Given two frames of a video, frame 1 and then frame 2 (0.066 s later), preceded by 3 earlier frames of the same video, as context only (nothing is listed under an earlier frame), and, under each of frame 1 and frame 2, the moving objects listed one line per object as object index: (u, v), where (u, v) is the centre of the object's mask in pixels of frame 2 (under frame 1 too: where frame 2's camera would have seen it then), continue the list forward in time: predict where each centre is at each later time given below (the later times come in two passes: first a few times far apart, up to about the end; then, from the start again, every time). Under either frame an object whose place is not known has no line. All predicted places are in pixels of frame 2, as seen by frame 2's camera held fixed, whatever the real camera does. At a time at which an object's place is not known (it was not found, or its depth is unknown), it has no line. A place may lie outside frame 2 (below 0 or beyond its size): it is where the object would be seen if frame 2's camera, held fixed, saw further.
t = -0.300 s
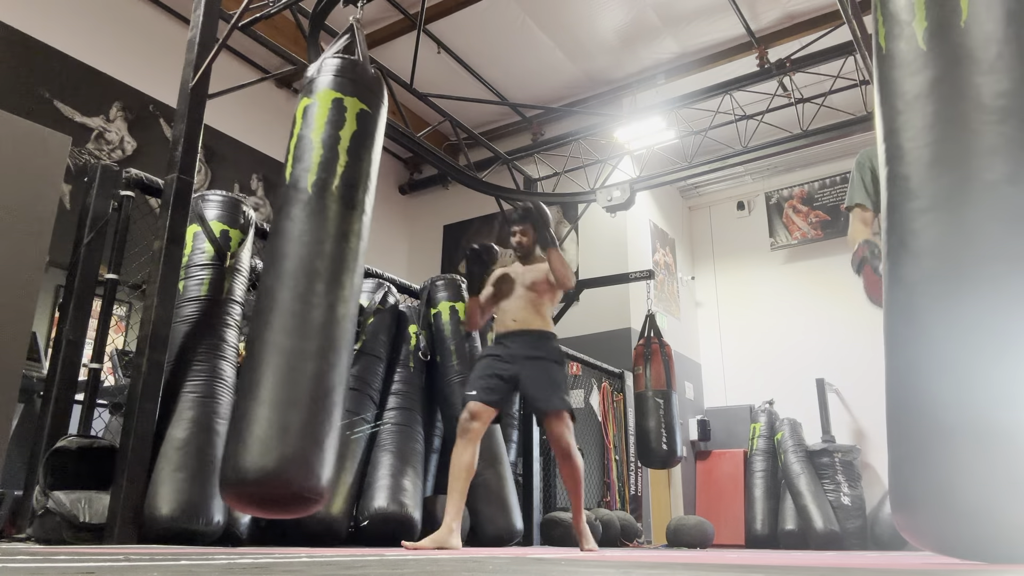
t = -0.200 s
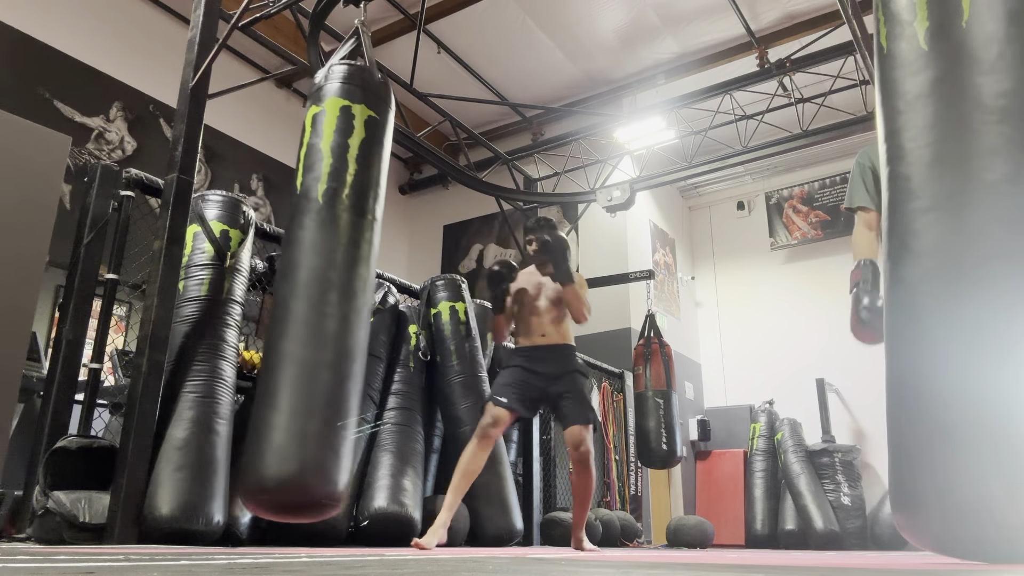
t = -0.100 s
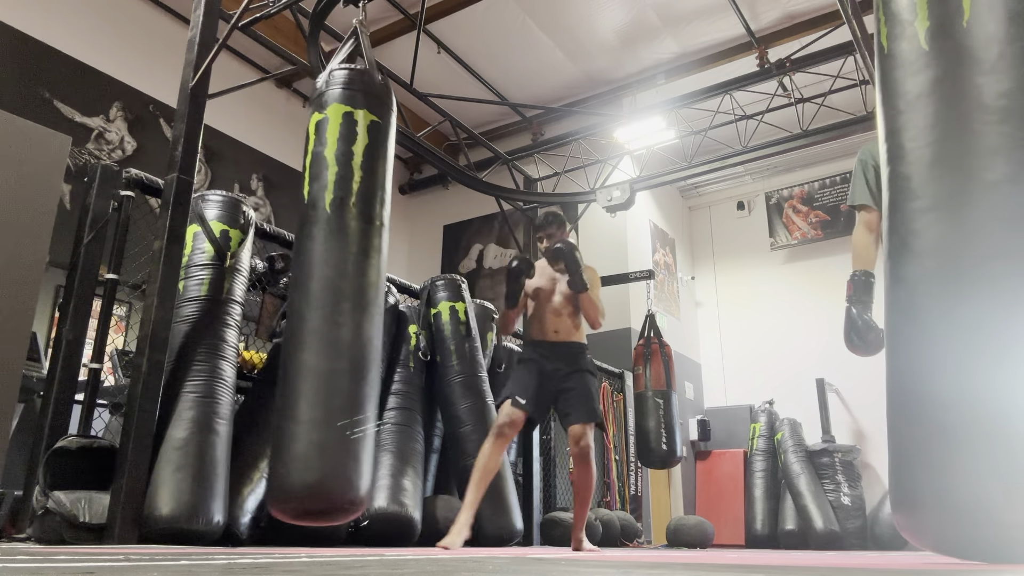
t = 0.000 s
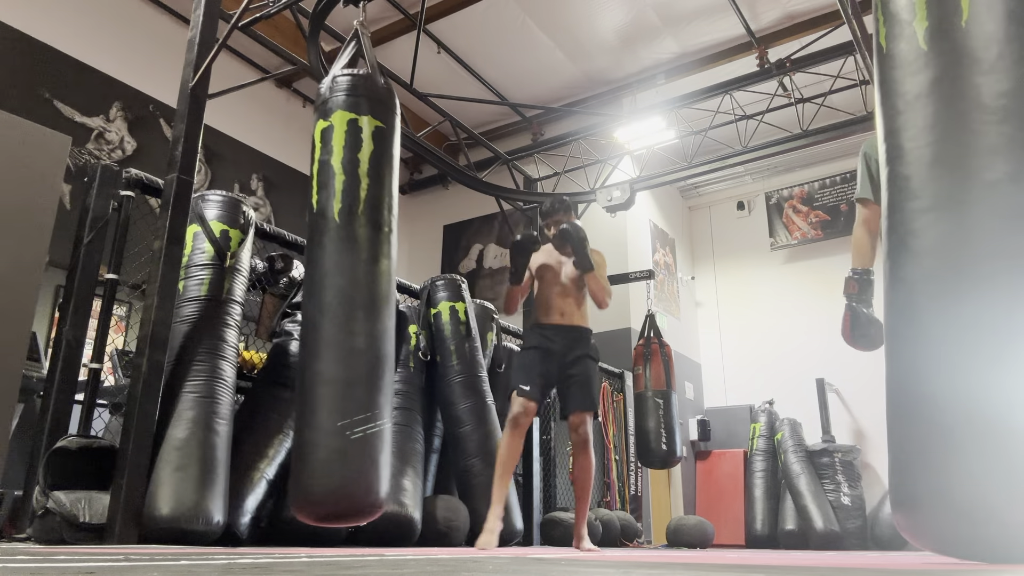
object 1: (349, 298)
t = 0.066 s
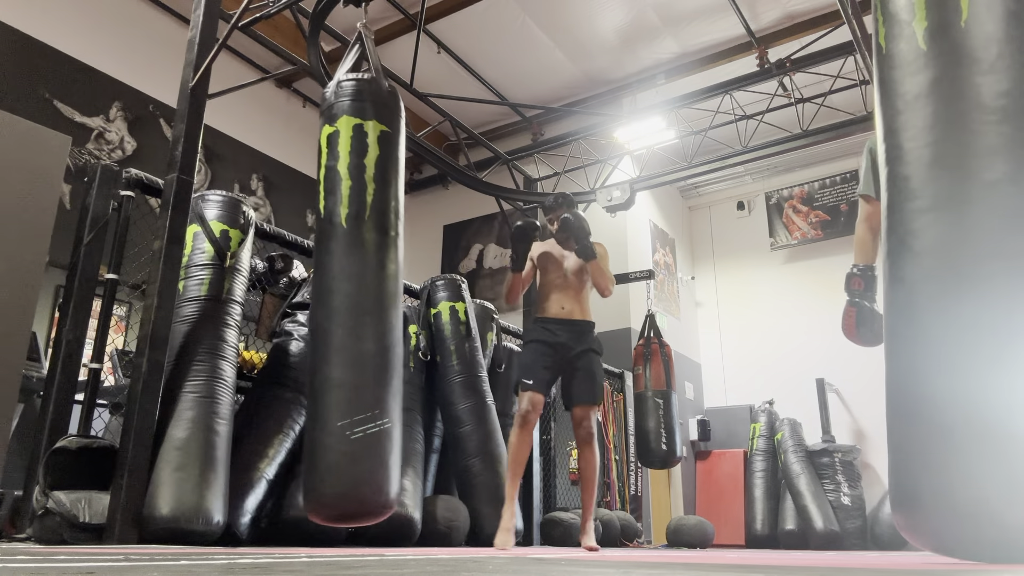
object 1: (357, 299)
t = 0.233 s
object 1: (372, 298)
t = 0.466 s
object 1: (383, 294)
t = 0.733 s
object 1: (381, 293)
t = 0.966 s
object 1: (368, 296)
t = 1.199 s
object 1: (345, 298)
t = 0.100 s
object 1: (361, 299)
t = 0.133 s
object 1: (364, 299)
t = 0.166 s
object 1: (367, 298)
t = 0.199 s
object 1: (370, 298)
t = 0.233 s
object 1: (372, 298)
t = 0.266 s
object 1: (374, 296)
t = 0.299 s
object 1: (376, 296)
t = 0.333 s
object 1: (378, 296)
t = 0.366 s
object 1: (380, 295)
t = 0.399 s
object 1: (382, 295)
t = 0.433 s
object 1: (383, 294)
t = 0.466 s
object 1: (383, 294)
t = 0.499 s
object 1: (384, 293)
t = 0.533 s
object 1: (384, 293)
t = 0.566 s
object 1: (385, 293)
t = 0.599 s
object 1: (385, 293)
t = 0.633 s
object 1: (384, 293)
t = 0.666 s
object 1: (384, 292)
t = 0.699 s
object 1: (383, 292)
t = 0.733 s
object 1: (381, 293)
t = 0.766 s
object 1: (380, 293)
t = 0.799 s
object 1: (379, 293)
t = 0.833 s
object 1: (377, 293)
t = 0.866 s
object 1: (375, 294)
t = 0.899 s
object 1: (373, 295)
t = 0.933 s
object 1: (371, 296)
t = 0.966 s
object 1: (368, 296)
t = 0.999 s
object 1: (365, 295)
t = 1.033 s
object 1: (362, 296)
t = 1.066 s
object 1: (359, 296)
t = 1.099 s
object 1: (356, 297)
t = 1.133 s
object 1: (352, 296)
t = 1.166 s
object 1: (349, 298)
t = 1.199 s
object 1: (345, 298)
